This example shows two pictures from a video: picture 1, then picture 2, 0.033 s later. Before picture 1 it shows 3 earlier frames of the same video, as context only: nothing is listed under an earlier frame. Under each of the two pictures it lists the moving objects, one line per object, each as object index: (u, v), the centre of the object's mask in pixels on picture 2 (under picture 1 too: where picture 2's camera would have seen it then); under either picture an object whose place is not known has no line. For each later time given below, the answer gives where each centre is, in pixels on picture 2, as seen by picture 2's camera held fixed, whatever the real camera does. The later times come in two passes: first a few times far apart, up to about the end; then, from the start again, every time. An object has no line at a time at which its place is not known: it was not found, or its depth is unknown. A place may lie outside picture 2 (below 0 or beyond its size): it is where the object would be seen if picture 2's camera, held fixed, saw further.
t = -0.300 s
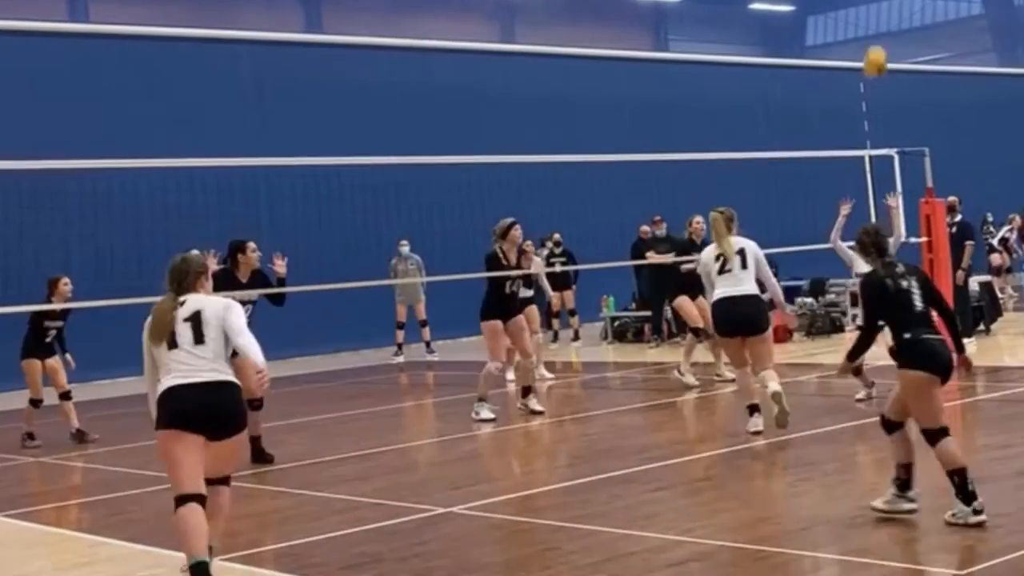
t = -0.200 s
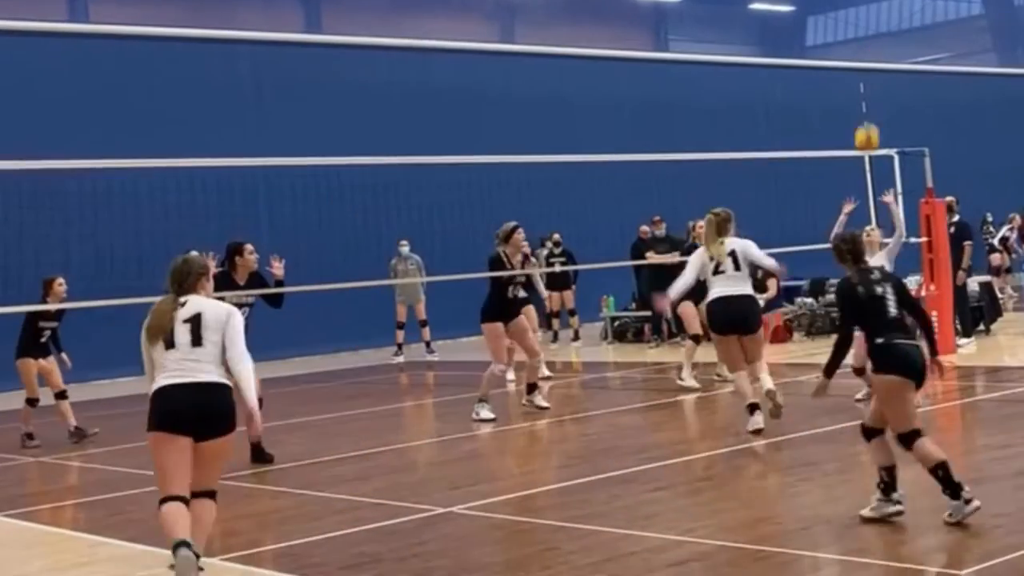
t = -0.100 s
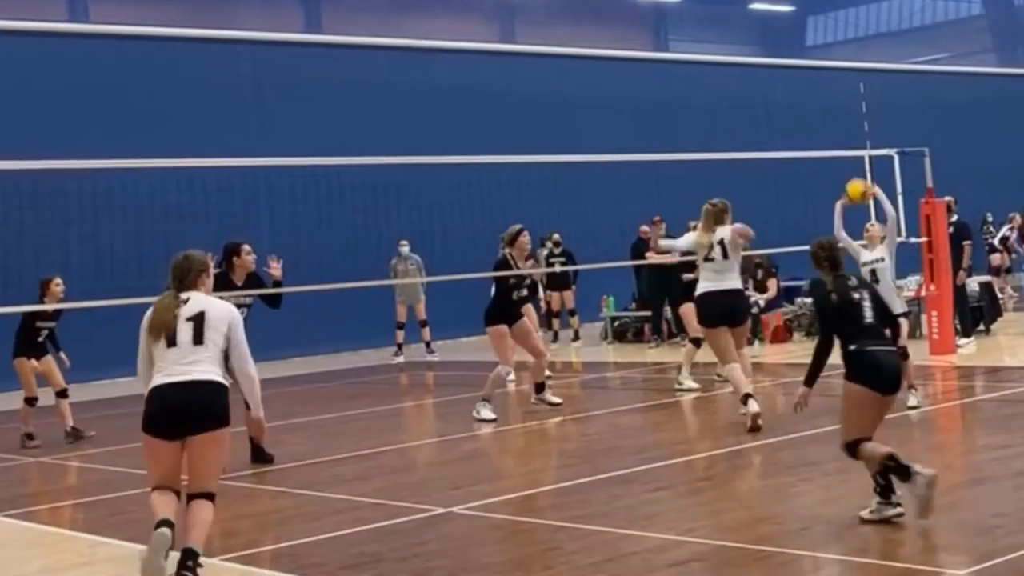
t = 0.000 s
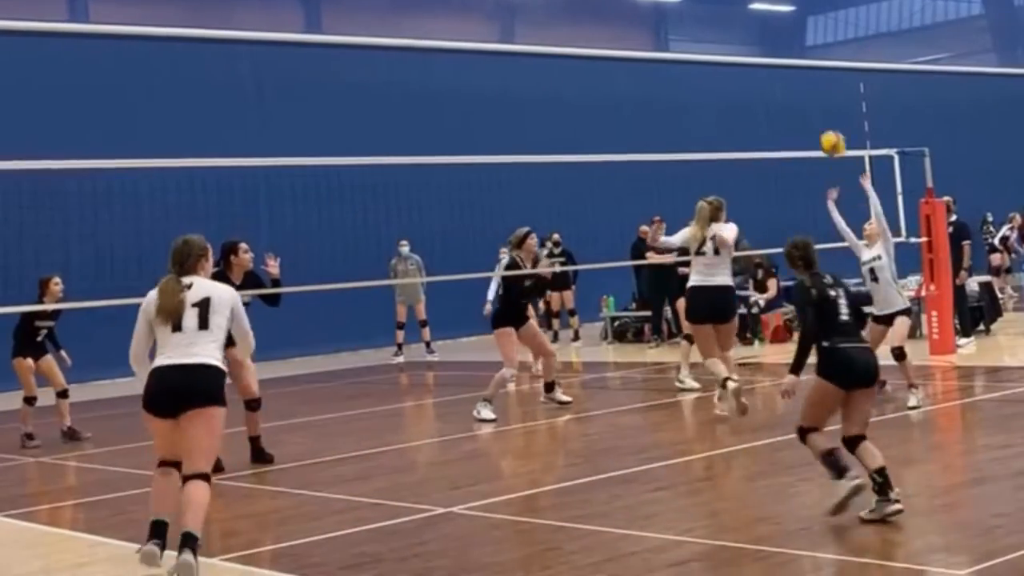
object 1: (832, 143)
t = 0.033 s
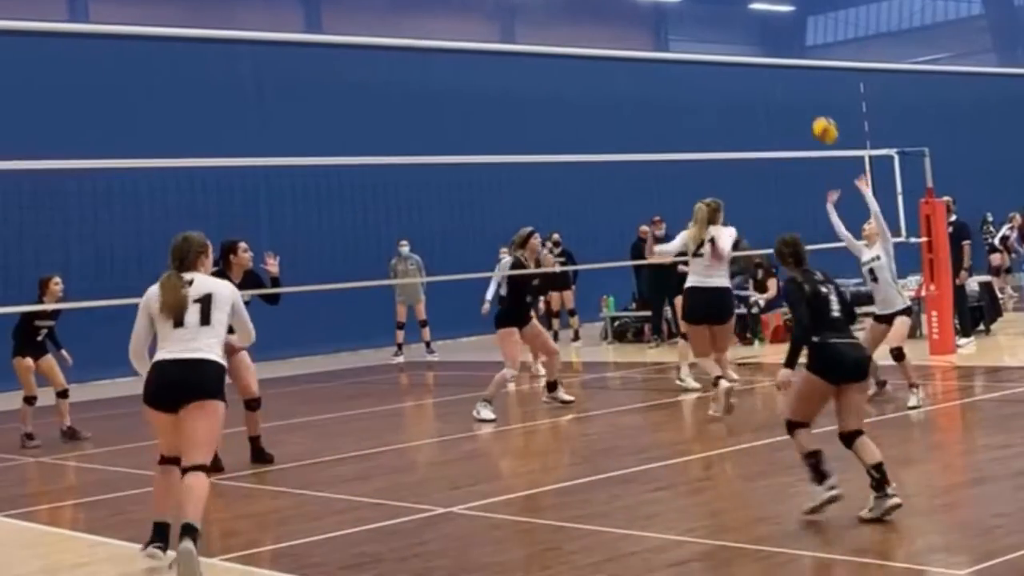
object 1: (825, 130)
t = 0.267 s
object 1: (771, 75)
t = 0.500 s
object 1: (726, 85)
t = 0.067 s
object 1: (817, 118)
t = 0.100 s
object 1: (809, 107)
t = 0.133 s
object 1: (801, 98)
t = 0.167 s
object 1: (793, 90)
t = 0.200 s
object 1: (786, 84)
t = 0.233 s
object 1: (778, 79)
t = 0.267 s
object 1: (771, 75)
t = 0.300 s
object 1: (764, 73)
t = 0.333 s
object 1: (759, 72)
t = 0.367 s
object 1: (751, 72)
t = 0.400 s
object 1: (745, 73)
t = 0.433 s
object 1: (738, 75)
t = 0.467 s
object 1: (732, 80)
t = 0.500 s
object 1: (726, 85)
